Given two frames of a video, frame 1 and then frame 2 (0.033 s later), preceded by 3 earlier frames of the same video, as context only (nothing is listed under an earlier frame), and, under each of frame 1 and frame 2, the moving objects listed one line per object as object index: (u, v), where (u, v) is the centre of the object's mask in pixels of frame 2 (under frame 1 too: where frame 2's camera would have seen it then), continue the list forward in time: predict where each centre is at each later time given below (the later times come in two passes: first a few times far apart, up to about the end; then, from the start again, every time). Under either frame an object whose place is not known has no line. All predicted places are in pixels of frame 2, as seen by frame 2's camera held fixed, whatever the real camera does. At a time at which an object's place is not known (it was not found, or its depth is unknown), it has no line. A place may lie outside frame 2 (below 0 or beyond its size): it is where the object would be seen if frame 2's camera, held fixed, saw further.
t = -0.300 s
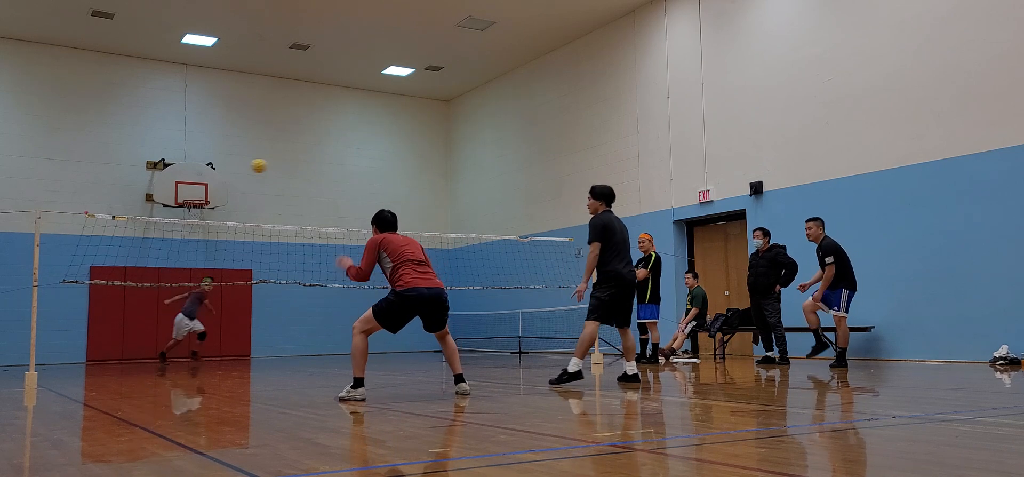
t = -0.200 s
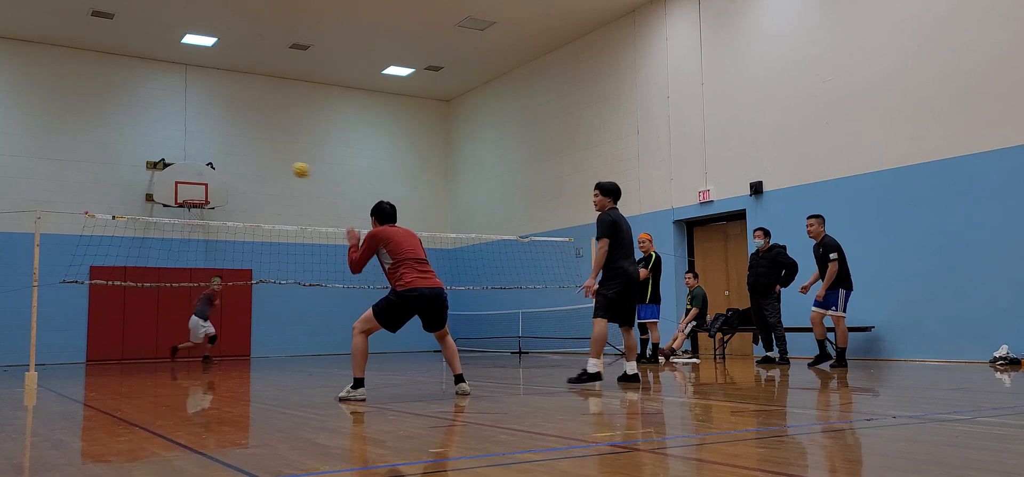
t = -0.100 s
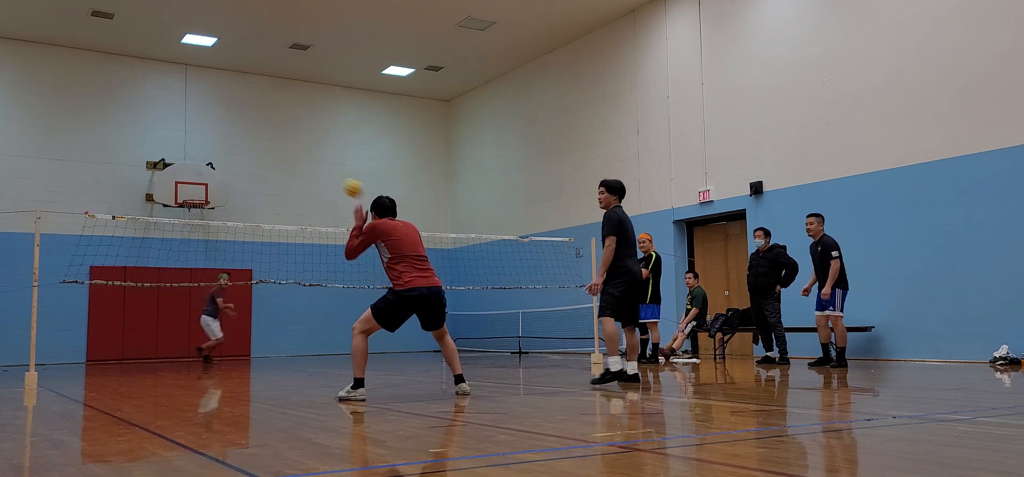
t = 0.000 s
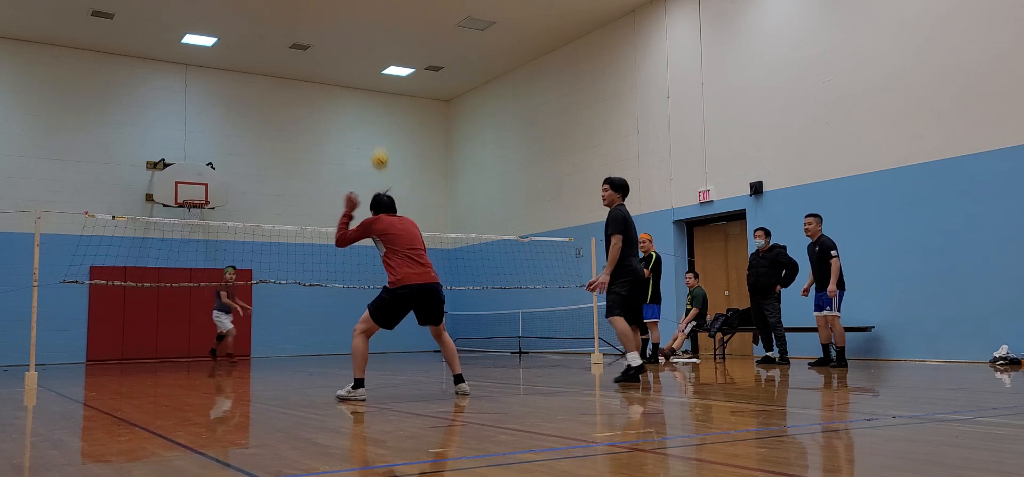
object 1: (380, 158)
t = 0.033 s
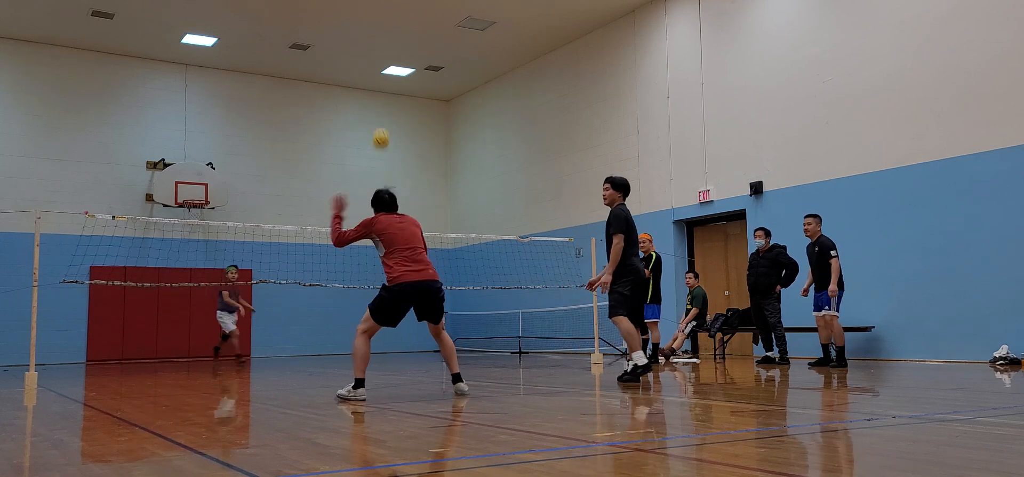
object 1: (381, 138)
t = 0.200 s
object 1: (384, 66)
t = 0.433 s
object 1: (390, 32)
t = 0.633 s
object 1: (395, 49)
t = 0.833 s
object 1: (400, 102)
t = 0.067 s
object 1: (381, 120)
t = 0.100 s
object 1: (382, 104)
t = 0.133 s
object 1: (383, 89)
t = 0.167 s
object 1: (383, 78)
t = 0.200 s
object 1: (384, 66)
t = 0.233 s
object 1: (385, 57)
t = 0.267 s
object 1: (386, 49)
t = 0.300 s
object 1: (387, 43)
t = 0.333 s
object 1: (388, 38)
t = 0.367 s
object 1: (388, 35)
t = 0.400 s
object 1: (389, 33)
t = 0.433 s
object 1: (390, 32)
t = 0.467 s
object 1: (391, 32)
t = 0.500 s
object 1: (391, 33)
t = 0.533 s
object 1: (392, 36)
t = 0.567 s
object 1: (393, 39)
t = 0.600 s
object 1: (394, 44)
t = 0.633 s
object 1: (395, 49)
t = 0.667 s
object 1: (396, 56)
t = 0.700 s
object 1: (396, 62)
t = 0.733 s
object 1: (397, 72)
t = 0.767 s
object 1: (398, 81)
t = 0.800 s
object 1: (399, 90)
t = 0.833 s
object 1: (400, 102)
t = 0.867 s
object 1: (400, 113)
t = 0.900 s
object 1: (401, 126)
